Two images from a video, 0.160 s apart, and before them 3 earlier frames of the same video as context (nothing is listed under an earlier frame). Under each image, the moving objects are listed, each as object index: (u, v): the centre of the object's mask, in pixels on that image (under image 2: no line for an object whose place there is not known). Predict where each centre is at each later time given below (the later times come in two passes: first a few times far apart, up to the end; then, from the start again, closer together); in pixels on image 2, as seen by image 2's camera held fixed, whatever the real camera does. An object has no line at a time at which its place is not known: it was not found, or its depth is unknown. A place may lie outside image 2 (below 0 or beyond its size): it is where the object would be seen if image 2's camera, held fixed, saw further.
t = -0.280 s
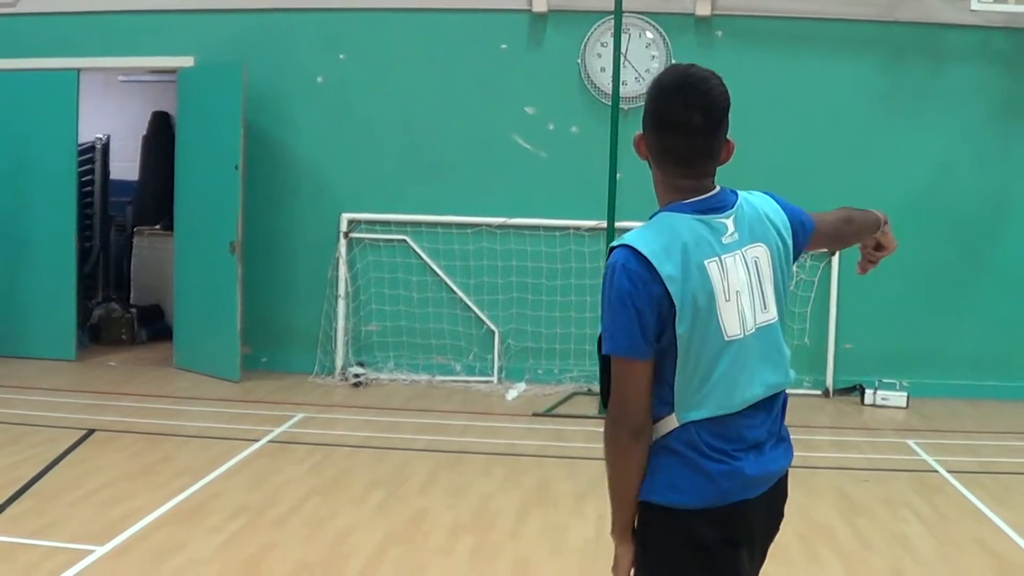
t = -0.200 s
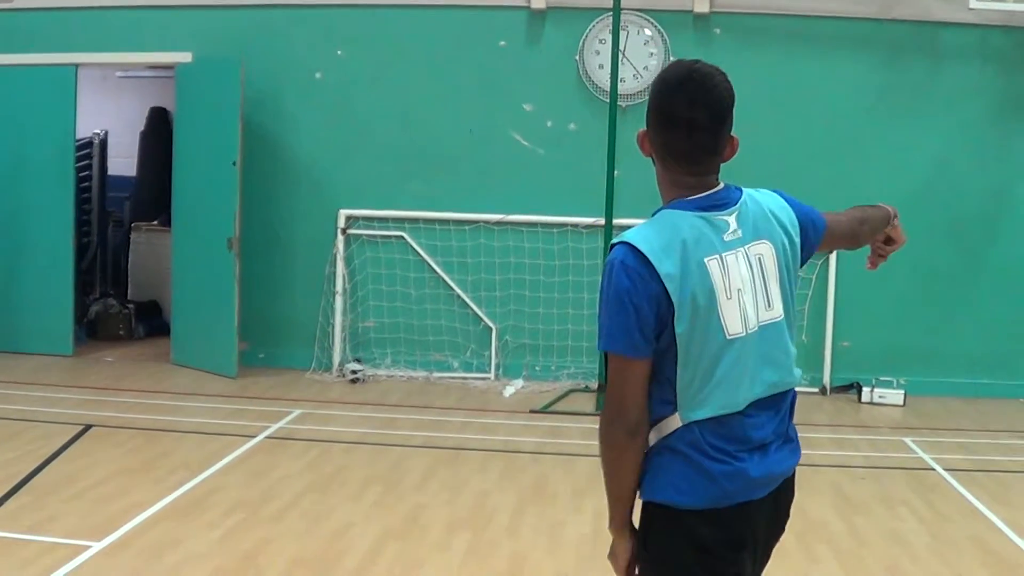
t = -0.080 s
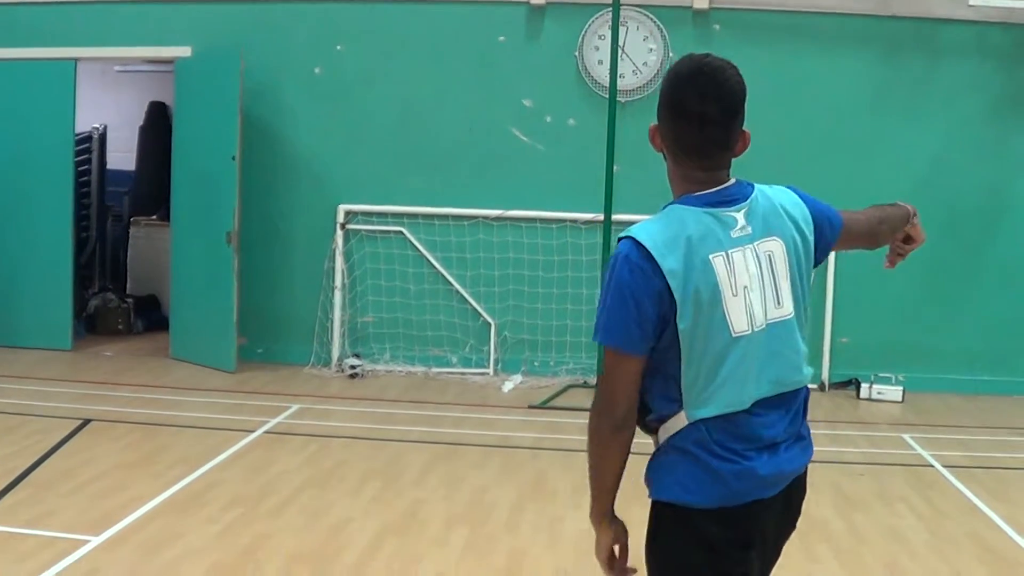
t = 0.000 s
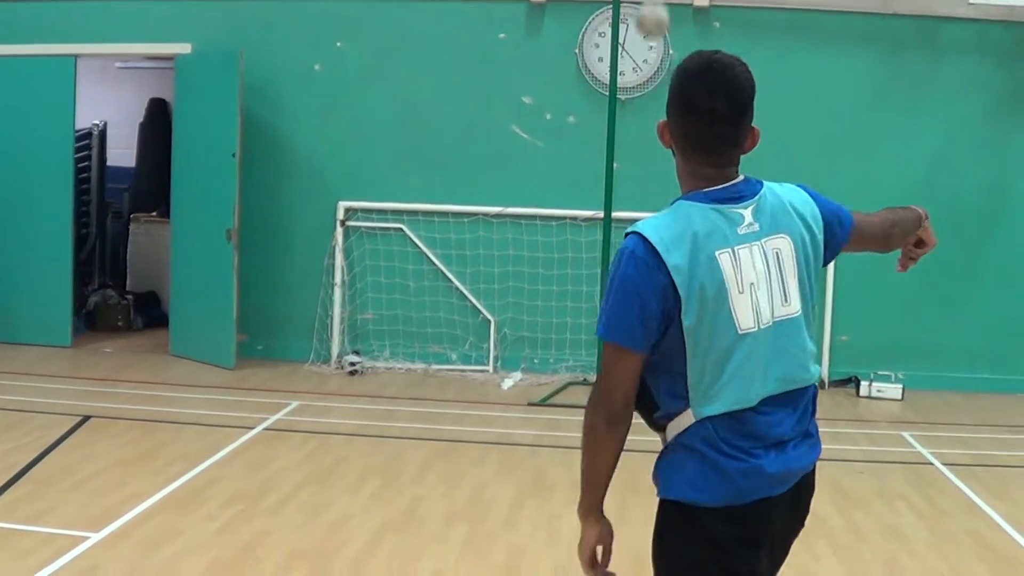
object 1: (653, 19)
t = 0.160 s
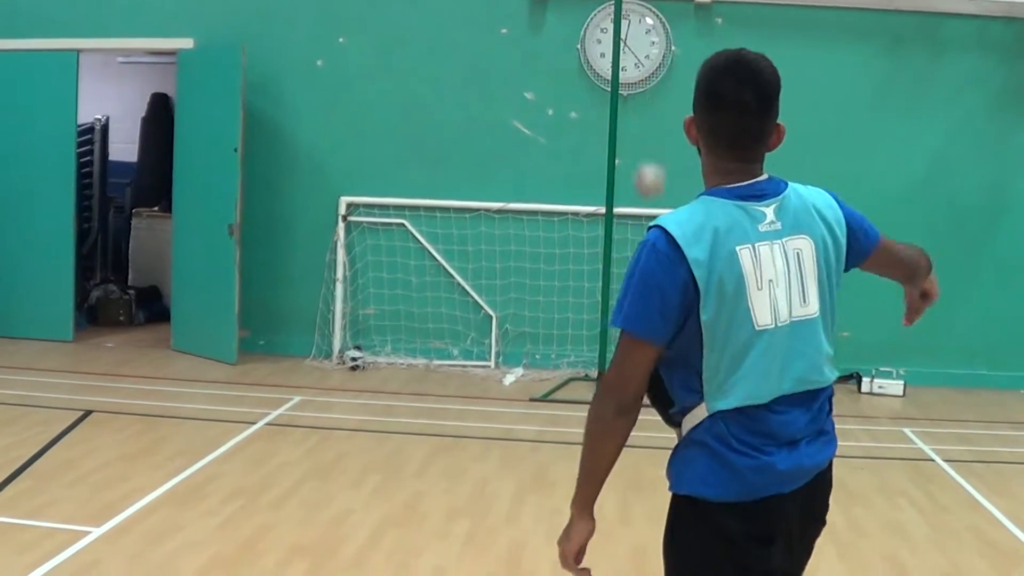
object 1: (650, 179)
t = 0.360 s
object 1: (641, 352)
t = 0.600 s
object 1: (690, 208)
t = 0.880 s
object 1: (729, 152)
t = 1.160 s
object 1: (770, 206)
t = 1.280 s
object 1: (787, 267)
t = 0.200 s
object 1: (645, 222)
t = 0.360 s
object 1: (641, 352)
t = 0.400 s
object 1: (655, 323)
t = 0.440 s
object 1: (659, 291)
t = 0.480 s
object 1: (670, 268)
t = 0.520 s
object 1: (677, 244)
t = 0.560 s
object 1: (683, 225)
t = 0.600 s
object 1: (690, 208)
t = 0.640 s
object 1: (695, 193)
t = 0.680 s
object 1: (701, 182)
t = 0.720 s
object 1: (707, 172)
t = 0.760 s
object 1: (712, 164)
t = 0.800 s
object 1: (719, 158)
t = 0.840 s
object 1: (723, 153)
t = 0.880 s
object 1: (729, 152)
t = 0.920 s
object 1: (736, 152)
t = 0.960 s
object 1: (741, 155)
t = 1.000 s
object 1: (747, 160)
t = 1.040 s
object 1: (753, 168)
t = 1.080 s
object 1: (758, 178)
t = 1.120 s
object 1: (764, 190)
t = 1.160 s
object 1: (770, 206)
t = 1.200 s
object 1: (775, 224)
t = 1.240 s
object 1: (782, 244)
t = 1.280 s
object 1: (787, 267)
